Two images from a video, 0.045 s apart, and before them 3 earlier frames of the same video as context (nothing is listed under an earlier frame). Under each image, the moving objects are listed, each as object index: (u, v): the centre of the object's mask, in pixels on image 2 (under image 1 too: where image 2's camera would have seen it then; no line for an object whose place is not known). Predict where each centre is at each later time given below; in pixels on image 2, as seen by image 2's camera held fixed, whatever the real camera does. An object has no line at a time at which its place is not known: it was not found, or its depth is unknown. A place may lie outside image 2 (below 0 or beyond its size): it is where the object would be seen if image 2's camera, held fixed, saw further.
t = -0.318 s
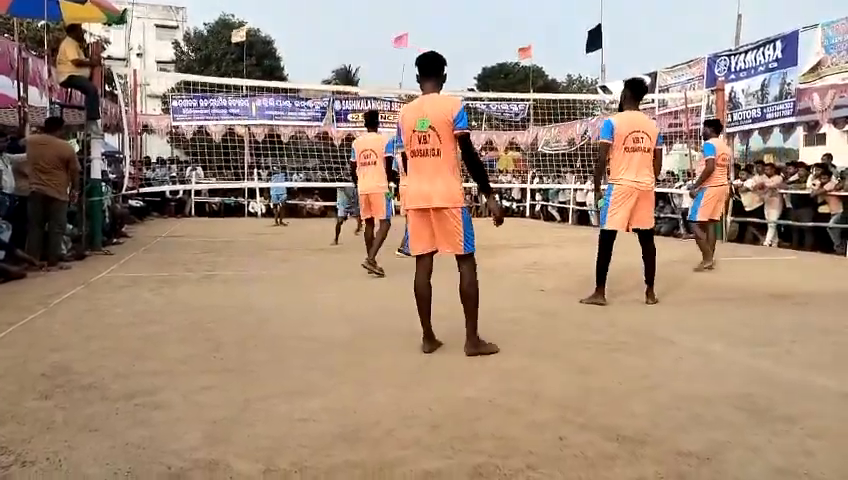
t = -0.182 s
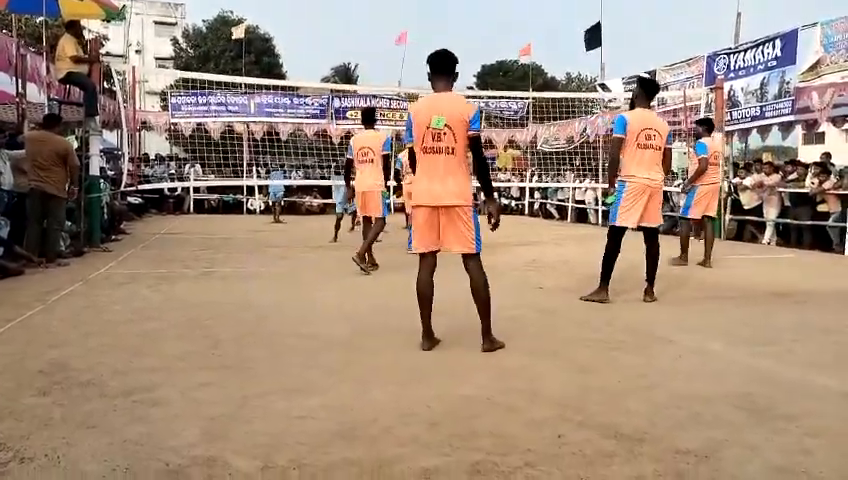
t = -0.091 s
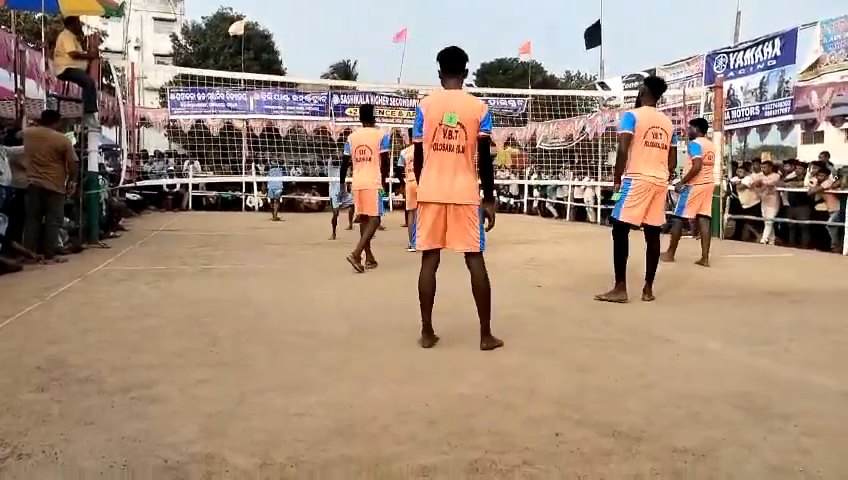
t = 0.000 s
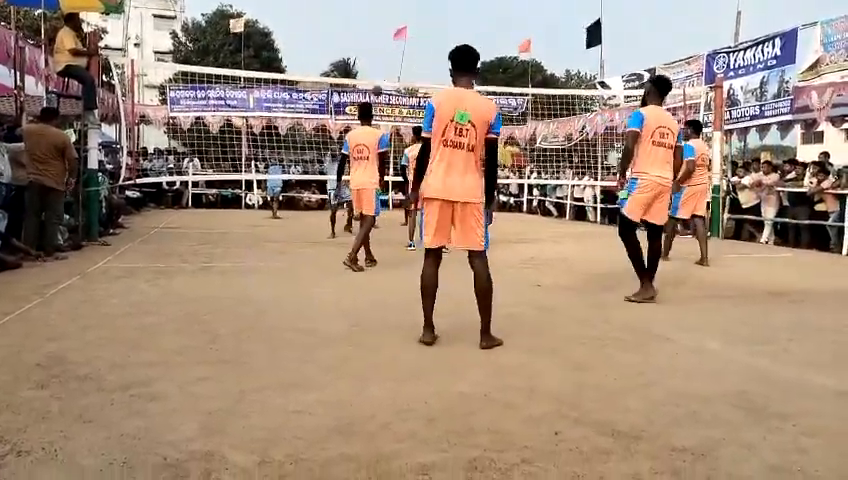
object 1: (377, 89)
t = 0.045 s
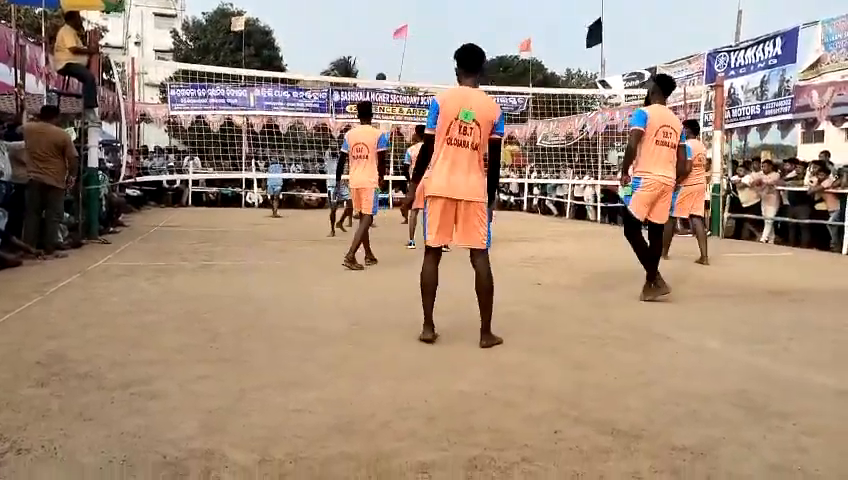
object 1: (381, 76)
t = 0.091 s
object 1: (384, 67)
